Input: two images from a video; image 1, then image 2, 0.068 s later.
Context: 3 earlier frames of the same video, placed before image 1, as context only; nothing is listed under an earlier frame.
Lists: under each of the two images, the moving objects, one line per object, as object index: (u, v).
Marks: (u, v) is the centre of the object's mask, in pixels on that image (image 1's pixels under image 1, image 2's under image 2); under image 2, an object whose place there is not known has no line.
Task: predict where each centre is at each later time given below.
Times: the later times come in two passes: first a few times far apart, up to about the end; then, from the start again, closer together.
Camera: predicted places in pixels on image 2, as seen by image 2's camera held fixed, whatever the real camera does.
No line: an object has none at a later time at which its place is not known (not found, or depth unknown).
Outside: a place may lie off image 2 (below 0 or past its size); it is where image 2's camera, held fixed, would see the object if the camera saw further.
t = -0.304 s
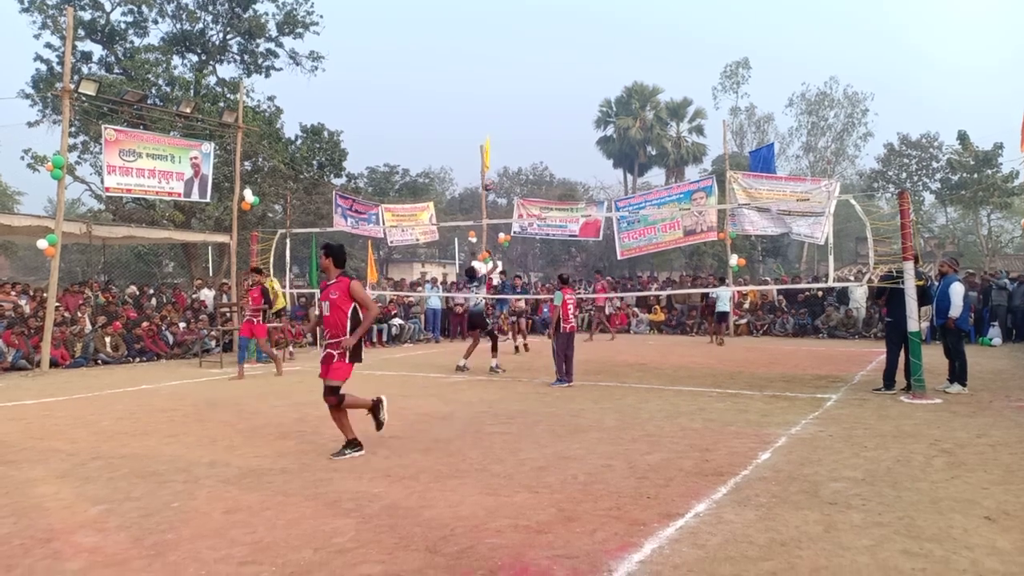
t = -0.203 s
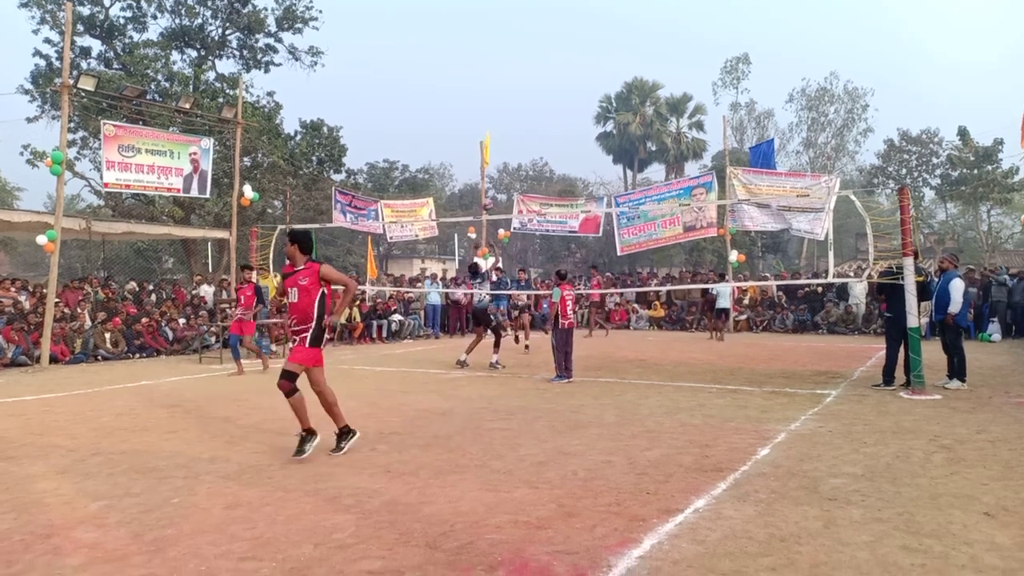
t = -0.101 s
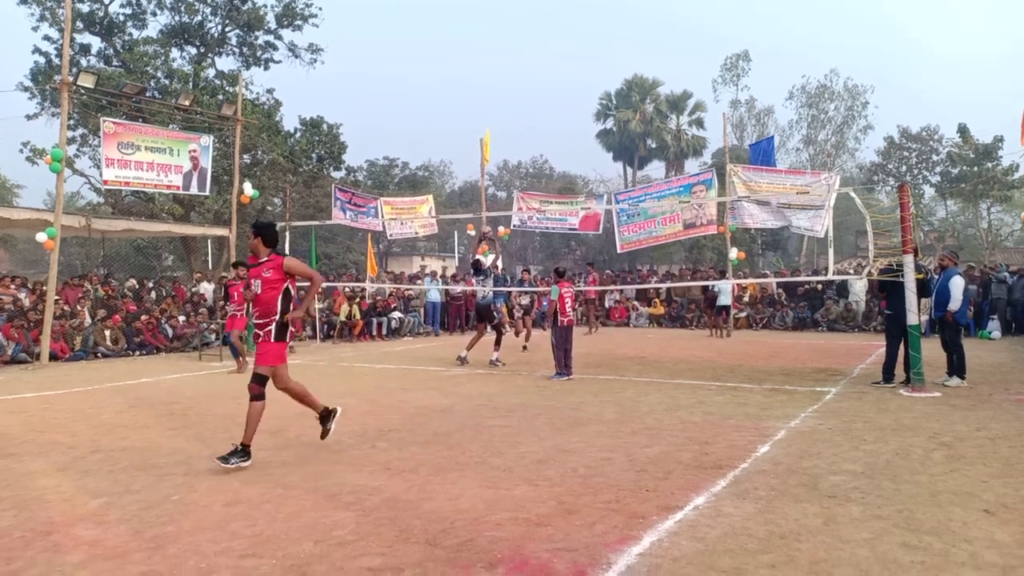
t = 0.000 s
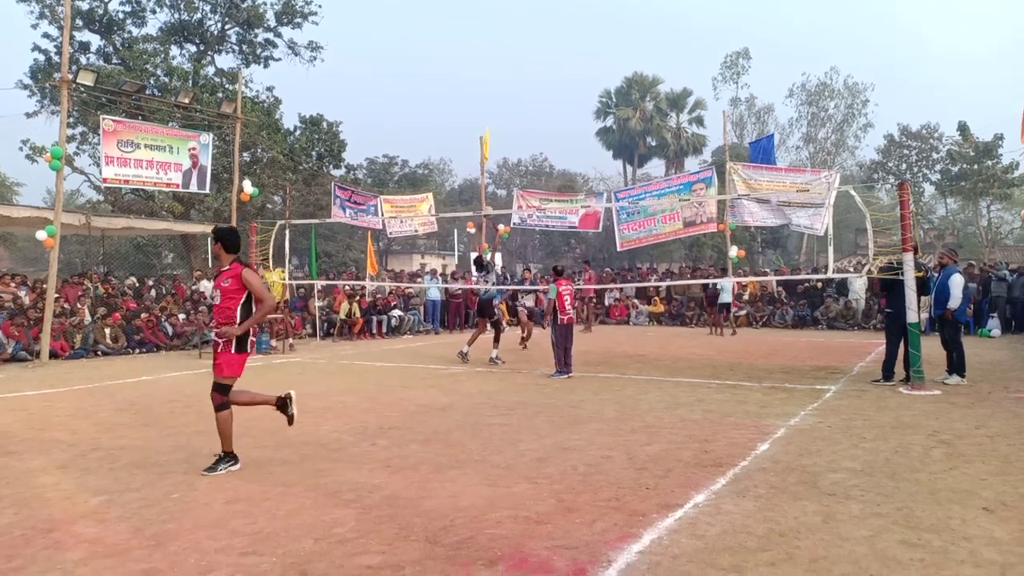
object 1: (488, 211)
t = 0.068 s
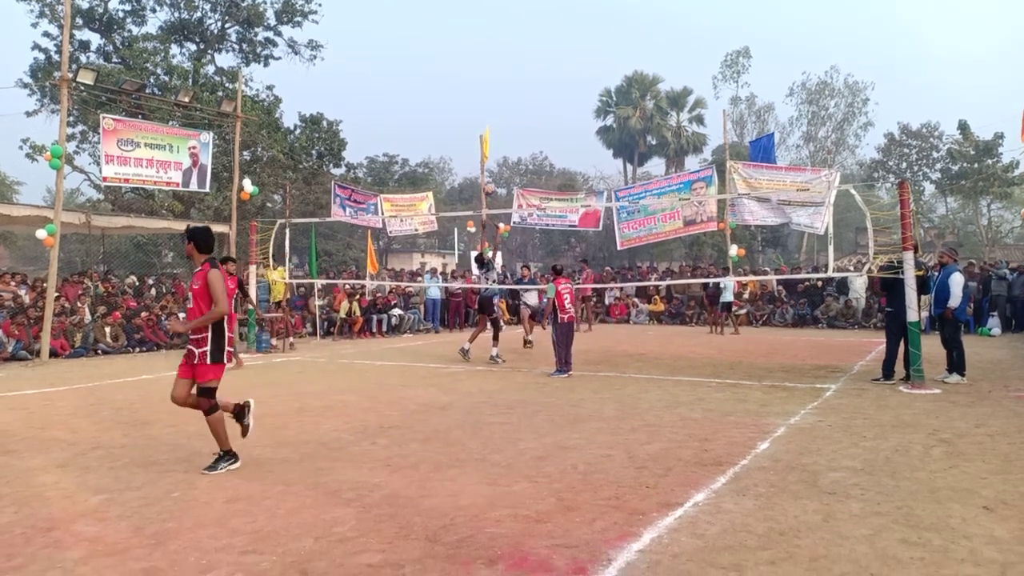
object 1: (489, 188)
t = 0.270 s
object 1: (494, 142)
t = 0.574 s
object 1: (500, 115)
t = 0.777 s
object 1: (505, 129)
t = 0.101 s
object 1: (490, 180)
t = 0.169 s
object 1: (491, 162)
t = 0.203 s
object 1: (492, 155)
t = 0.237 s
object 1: (493, 148)
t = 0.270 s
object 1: (494, 142)
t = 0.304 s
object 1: (494, 136)
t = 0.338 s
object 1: (494, 131)
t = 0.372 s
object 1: (494, 127)
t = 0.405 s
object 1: (495, 124)
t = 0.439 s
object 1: (496, 121)
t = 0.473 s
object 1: (496, 119)
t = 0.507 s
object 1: (496, 118)
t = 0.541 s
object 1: (500, 115)
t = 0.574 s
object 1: (500, 115)
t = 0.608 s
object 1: (501, 116)
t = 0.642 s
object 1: (502, 117)
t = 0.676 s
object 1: (503, 119)
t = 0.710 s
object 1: (504, 121)
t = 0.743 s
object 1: (504, 125)
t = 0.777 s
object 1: (505, 129)
